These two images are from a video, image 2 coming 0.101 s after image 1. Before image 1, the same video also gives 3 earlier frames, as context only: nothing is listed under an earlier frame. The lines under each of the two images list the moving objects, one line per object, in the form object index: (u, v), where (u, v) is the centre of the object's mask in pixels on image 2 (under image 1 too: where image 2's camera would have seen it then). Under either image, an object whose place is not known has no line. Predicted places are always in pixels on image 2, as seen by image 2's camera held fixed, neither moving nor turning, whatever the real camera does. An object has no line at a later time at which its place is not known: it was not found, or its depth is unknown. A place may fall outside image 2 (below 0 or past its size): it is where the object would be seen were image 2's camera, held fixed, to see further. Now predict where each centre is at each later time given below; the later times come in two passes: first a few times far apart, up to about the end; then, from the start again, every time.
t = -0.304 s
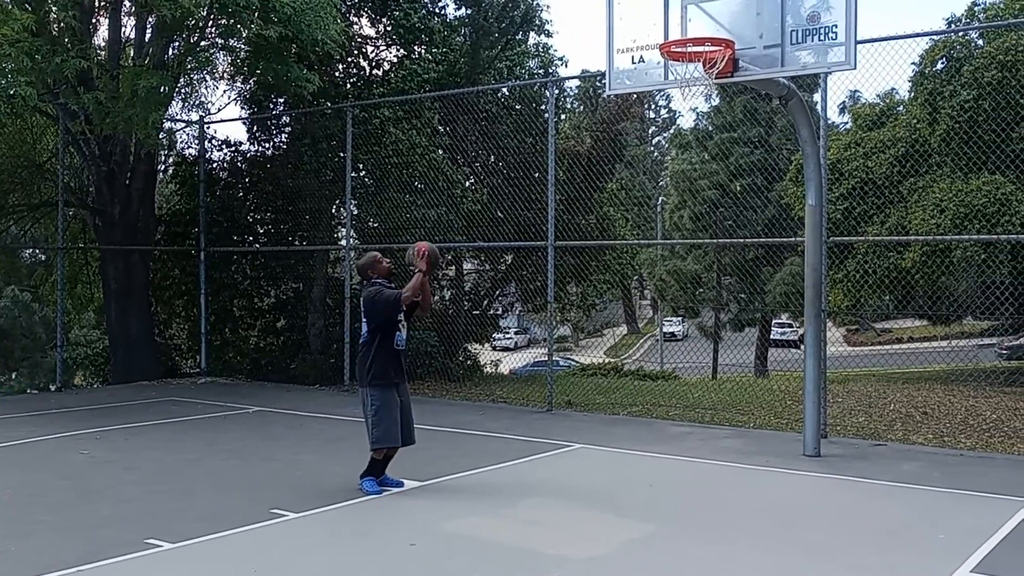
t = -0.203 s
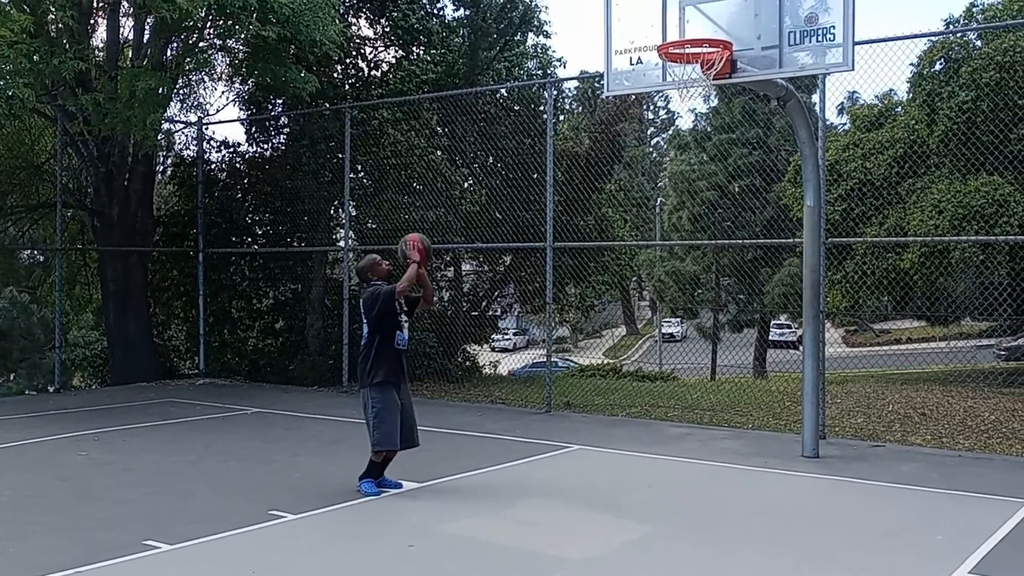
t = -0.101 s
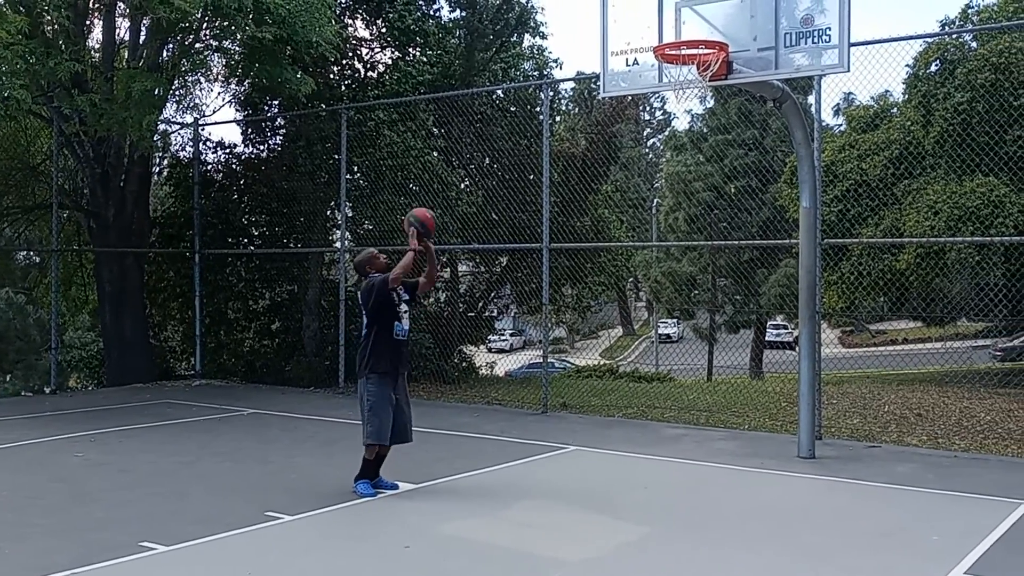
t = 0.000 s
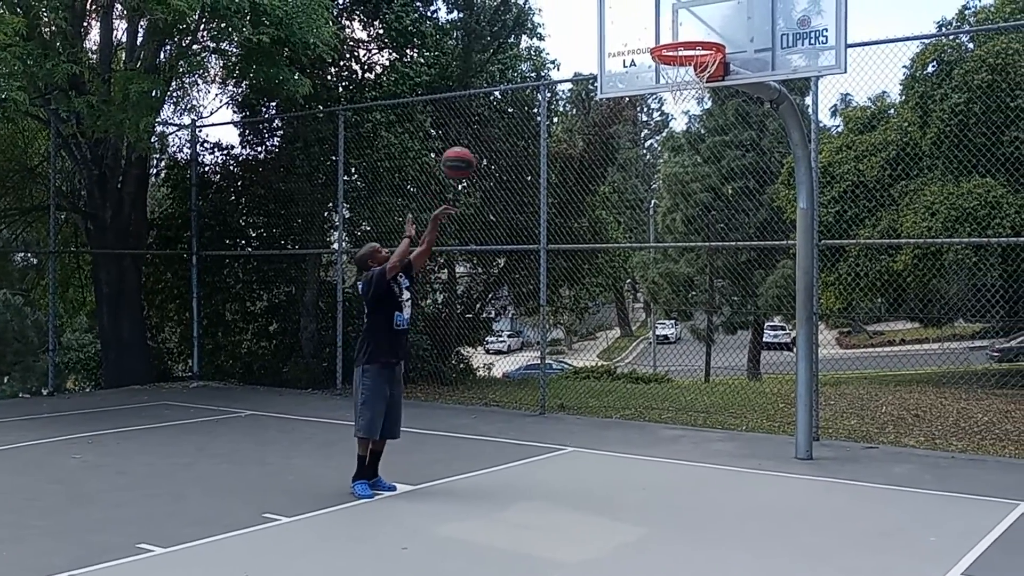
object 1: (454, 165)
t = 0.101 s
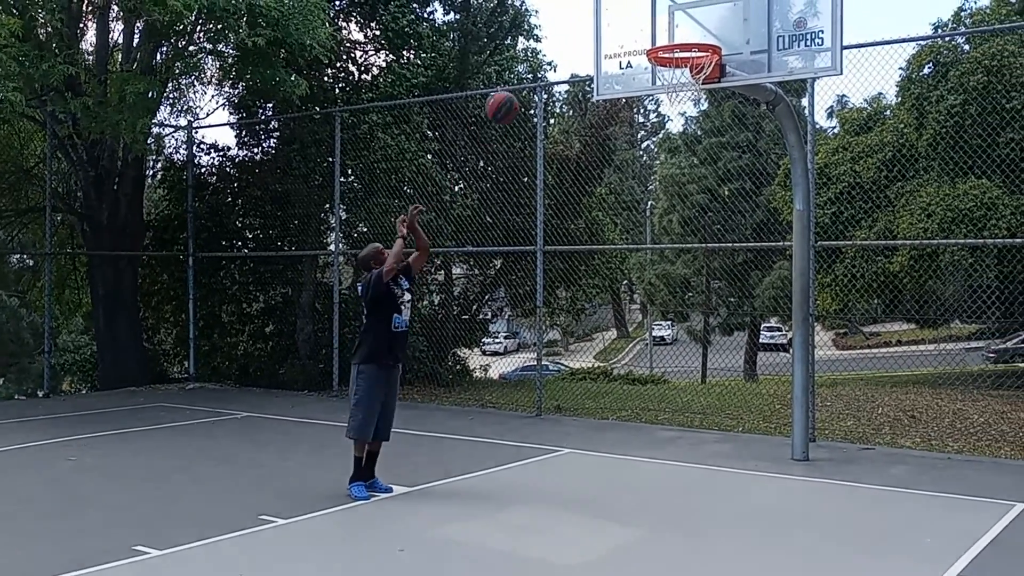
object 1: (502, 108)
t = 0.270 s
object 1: (581, 44)
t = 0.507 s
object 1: (660, 22)
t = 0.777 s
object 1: (689, 98)
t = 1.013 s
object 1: (689, 199)
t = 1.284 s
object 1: (700, 426)
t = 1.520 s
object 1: (699, 358)
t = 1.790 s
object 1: (699, 227)
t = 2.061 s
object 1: (703, 203)
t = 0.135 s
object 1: (518, 92)
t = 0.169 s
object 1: (534, 78)
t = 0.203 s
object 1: (550, 65)
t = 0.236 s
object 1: (565, 54)
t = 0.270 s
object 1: (581, 44)
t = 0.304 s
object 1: (597, 36)
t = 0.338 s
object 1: (612, 29)
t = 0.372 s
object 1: (628, 24)
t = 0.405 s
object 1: (644, 21)
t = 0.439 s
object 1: (652, 20)
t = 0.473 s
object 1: (656, 20)
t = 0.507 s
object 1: (660, 22)
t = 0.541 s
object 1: (664, 26)
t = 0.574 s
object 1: (667, 30)
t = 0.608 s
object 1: (671, 33)
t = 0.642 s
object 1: (677, 50)
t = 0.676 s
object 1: (680, 63)
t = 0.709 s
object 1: (684, 72)
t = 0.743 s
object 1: (688, 84)
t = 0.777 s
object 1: (689, 98)
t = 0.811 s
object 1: (690, 102)
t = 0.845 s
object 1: (690, 114)
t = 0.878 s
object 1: (689, 129)
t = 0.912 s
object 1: (687, 146)
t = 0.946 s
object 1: (688, 162)
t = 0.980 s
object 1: (690, 179)
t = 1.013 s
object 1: (689, 199)
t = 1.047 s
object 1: (689, 223)
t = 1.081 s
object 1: (690, 247)
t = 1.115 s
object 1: (688, 273)
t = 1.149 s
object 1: (693, 298)
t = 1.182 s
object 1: (695, 327)
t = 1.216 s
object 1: (697, 359)
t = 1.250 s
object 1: (695, 394)
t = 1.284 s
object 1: (700, 426)
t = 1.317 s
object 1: (701, 463)
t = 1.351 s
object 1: (702, 499)
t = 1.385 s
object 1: (702, 467)
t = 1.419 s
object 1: (702, 437)
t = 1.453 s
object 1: (700, 409)
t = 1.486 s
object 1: (700, 383)
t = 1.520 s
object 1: (699, 358)
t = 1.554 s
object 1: (697, 337)
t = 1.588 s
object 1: (698, 315)
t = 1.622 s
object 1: (697, 296)
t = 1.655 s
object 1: (699, 278)
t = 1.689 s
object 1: (700, 262)
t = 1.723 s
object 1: (701, 247)
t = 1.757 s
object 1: (700, 236)
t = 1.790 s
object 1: (699, 227)
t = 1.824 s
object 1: (698, 219)
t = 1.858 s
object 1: (700, 210)
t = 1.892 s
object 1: (701, 205)
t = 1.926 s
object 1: (702, 201)
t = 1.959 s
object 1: (702, 200)
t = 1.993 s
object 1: (702, 199)
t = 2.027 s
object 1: (703, 200)
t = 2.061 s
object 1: (703, 203)
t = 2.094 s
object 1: (702, 208)
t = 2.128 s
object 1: (702, 214)
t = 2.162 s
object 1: (703, 221)
